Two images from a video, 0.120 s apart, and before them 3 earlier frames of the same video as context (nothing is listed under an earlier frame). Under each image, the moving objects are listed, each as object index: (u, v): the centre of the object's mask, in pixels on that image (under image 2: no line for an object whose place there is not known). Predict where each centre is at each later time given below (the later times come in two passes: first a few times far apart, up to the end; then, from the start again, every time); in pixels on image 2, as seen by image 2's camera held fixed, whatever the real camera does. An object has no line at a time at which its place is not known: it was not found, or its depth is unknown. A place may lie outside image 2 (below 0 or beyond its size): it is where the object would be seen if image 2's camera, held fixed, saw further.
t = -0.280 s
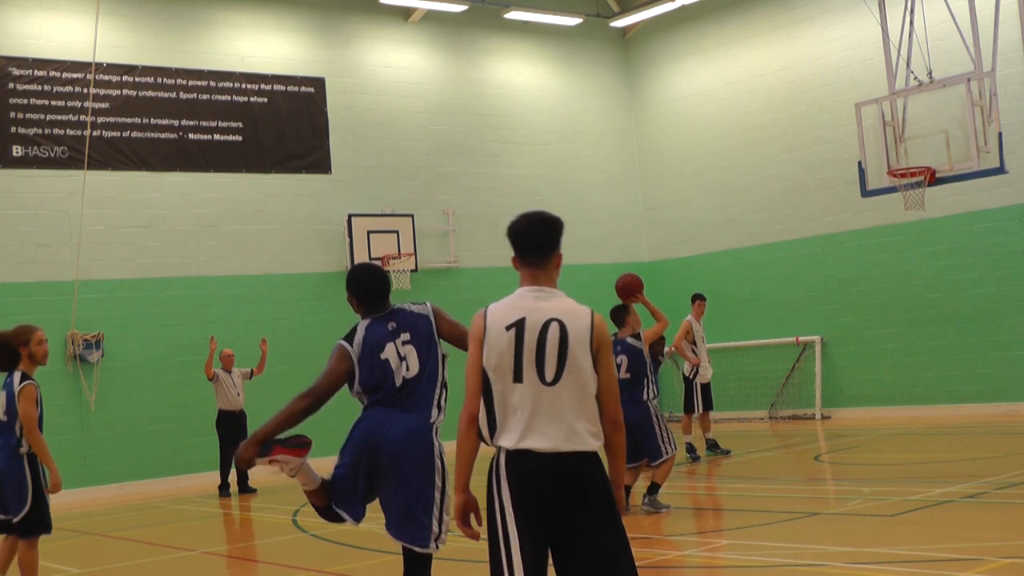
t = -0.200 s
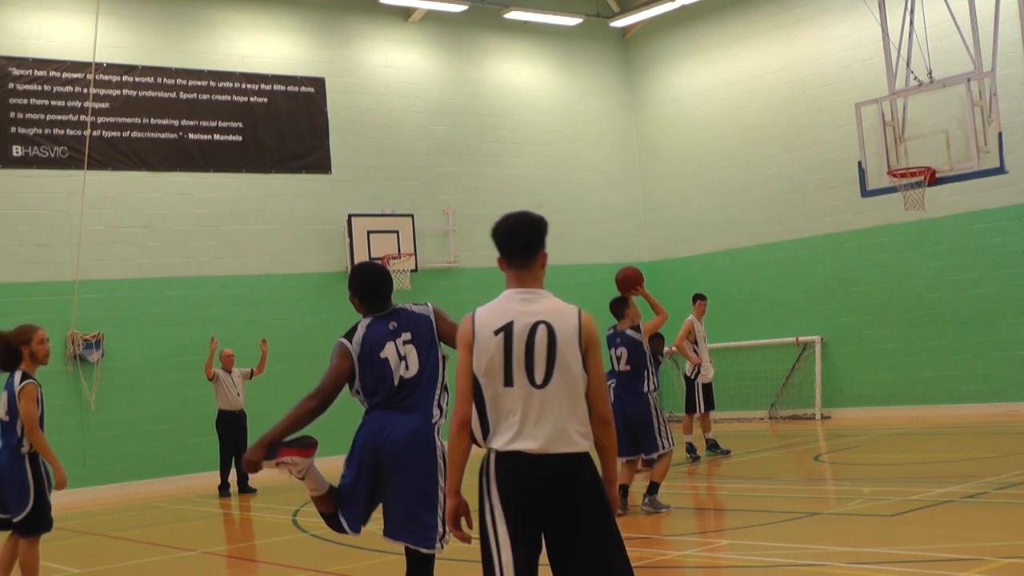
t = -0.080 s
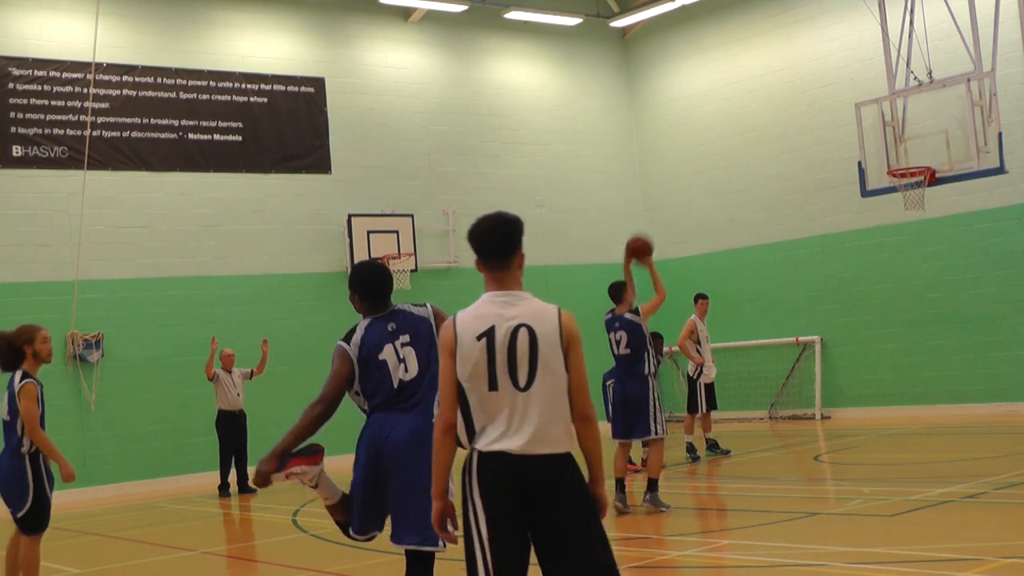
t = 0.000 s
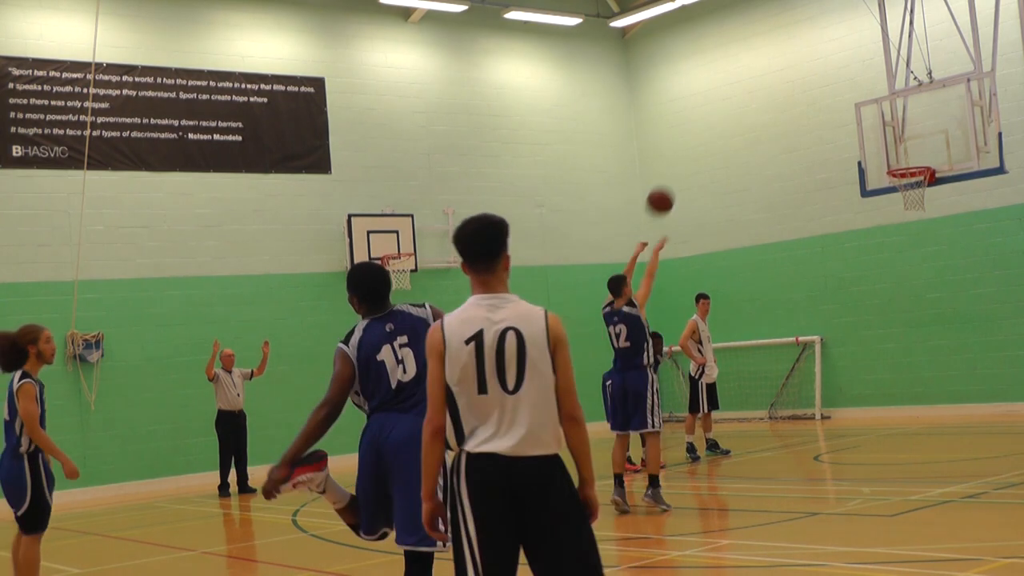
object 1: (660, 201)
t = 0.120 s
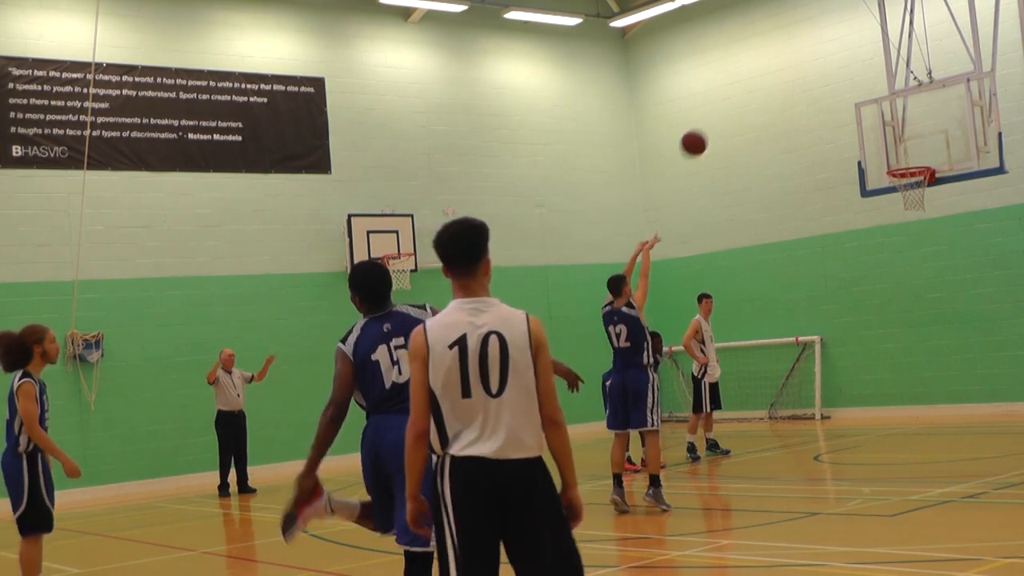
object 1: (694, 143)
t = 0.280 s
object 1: (737, 94)
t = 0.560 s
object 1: (810, 77)
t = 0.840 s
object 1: (882, 132)
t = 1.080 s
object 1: (924, 145)
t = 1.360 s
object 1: (919, 154)
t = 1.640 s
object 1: (902, 155)
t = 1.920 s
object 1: (888, 176)
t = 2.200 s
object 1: (883, 266)
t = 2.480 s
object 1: (884, 430)
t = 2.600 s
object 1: (873, 400)
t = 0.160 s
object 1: (705, 128)
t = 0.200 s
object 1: (715, 115)
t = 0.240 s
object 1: (726, 103)
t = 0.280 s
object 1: (737, 94)
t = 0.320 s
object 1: (748, 87)
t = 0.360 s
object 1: (758, 81)
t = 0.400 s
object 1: (769, 77)
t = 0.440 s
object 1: (779, 75)
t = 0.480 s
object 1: (790, 74)
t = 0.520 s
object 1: (800, 75)
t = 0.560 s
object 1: (810, 77)
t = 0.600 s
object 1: (821, 81)
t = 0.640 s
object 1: (831, 86)
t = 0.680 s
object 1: (841, 93)
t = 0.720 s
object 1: (852, 101)
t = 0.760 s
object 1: (862, 110)
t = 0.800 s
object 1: (872, 121)
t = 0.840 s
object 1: (882, 132)
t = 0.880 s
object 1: (892, 146)
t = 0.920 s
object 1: (901, 158)
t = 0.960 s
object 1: (907, 153)
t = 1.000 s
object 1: (913, 149)
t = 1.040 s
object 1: (918, 146)
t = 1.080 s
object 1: (924, 145)
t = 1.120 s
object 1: (930, 145)
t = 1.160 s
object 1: (931, 144)
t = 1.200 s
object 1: (928, 143)
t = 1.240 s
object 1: (925, 144)
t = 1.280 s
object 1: (923, 146)
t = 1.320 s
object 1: (921, 149)
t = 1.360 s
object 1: (919, 154)
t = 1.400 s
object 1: (916, 155)
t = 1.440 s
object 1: (914, 151)
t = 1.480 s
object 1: (911, 149)
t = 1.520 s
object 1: (908, 148)
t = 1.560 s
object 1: (907, 149)
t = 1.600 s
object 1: (904, 151)
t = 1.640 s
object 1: (902, 155)
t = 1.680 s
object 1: (900, 156)
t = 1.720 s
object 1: (898, 156)
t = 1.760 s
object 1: (896, 157)
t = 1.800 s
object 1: (894, 160)
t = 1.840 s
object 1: (892, 164)
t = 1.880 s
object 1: (890, 169)
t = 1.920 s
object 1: (888, 176)
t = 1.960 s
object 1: (887, 184)
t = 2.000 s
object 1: (887, 194)
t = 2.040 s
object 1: (885, 206)
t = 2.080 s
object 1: (884, 219)
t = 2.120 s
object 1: (883, 233)
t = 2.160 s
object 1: (883, 249)
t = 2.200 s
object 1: (883, 266)
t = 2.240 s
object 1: (882, 285)
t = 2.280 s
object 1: (883, 306)
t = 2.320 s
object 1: (883, 328)
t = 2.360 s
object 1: (883, 351)
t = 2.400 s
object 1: (883, 376)
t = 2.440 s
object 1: (884, 403)
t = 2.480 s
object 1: (884, 430)
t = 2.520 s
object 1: (883, 442)
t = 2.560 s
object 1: (878, 421)
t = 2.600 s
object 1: (873, 400)
